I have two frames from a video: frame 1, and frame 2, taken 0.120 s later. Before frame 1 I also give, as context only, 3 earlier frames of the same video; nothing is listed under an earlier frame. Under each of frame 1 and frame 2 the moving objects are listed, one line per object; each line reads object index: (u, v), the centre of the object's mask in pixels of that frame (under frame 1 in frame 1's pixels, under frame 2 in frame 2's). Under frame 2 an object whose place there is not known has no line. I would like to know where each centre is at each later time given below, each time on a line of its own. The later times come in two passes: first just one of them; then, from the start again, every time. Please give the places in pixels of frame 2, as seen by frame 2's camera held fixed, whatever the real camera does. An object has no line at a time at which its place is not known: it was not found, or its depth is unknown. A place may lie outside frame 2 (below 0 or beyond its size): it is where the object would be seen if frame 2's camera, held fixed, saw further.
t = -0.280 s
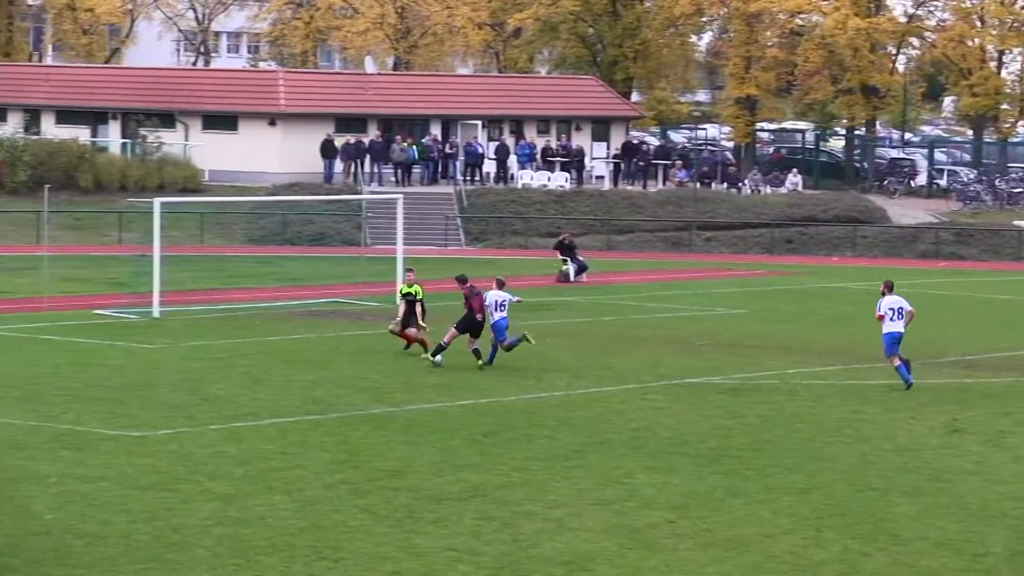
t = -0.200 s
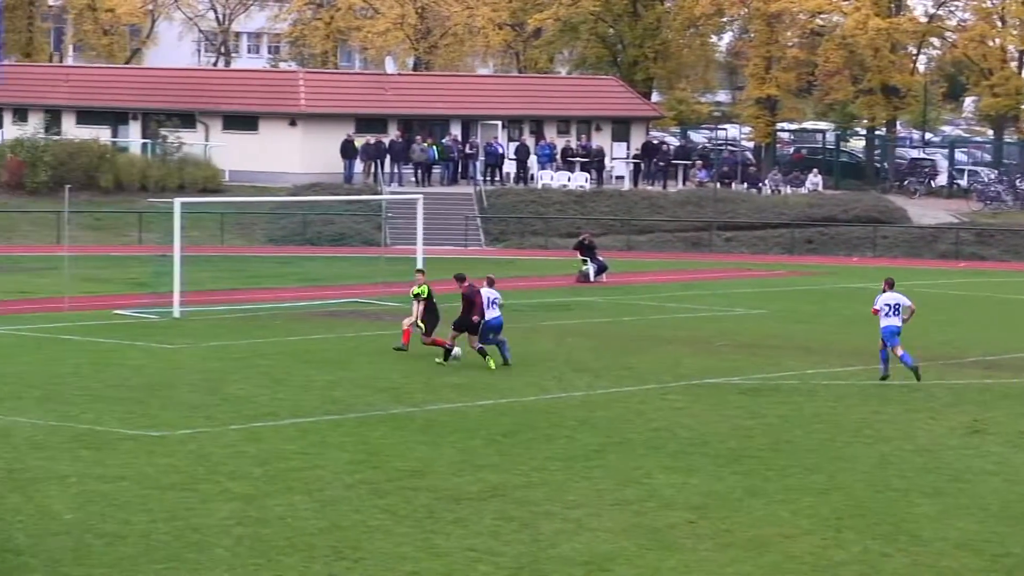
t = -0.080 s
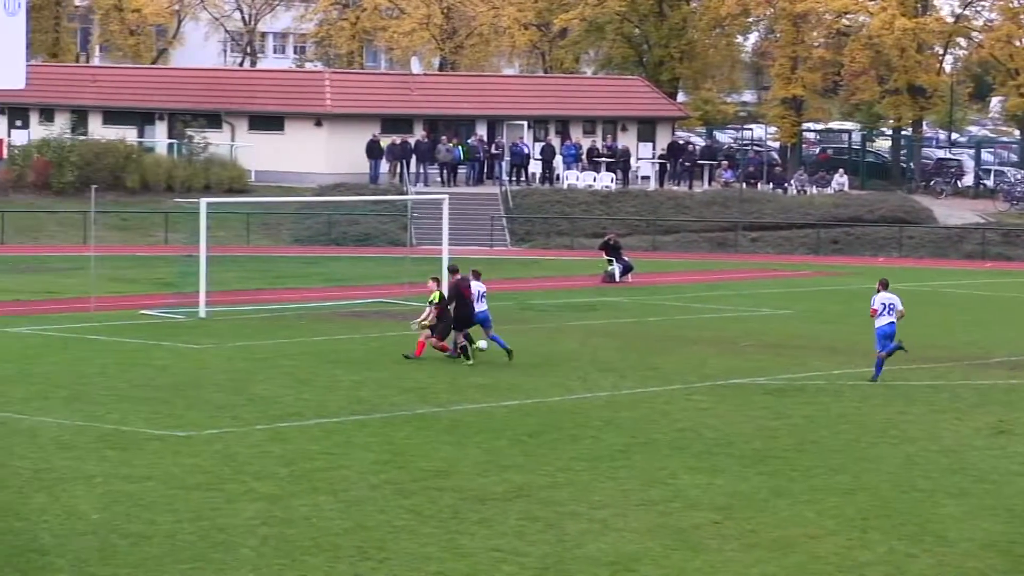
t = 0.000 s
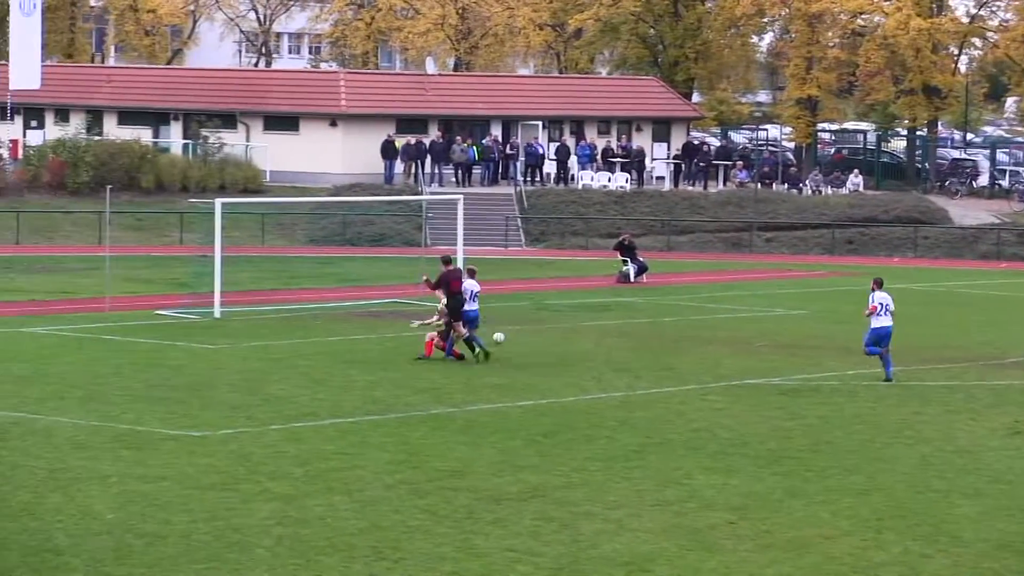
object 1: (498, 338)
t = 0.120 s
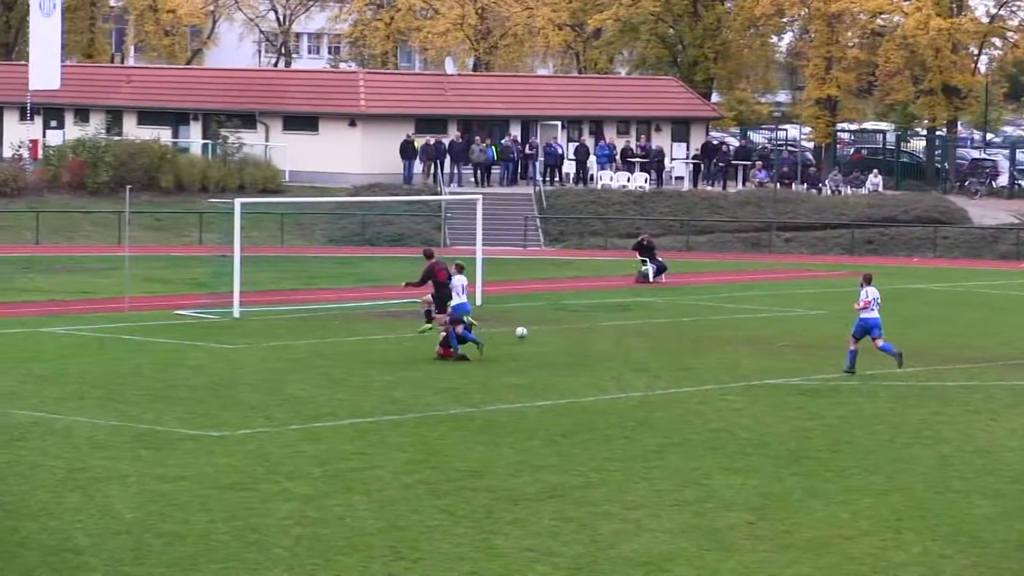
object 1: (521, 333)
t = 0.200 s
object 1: (527, 329)
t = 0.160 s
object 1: (524, 333)
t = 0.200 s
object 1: (527, 329)
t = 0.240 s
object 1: (530, 325)
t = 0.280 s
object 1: (532, 321)
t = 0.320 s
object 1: (535, 319)
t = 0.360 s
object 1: (538, 318)
